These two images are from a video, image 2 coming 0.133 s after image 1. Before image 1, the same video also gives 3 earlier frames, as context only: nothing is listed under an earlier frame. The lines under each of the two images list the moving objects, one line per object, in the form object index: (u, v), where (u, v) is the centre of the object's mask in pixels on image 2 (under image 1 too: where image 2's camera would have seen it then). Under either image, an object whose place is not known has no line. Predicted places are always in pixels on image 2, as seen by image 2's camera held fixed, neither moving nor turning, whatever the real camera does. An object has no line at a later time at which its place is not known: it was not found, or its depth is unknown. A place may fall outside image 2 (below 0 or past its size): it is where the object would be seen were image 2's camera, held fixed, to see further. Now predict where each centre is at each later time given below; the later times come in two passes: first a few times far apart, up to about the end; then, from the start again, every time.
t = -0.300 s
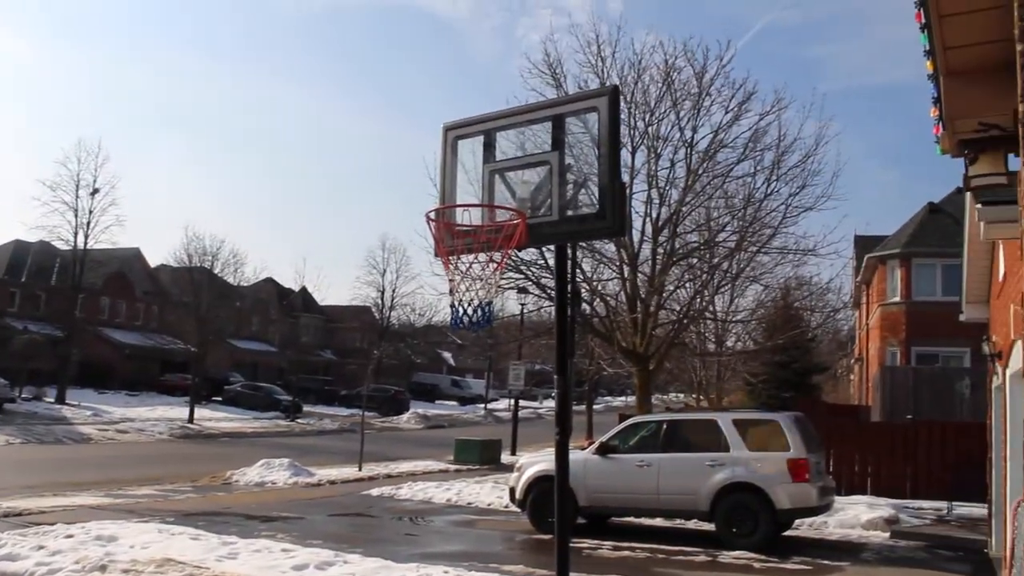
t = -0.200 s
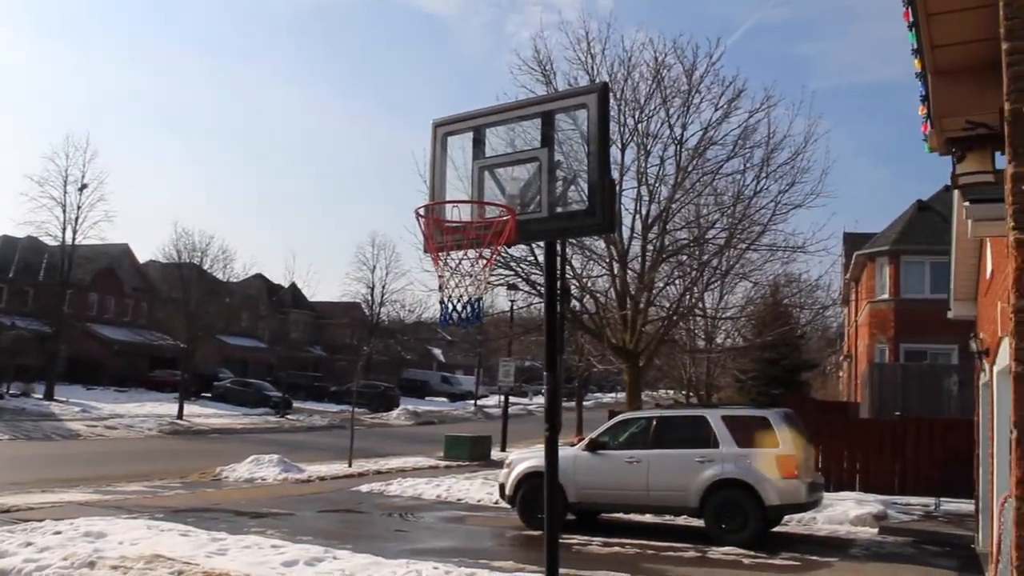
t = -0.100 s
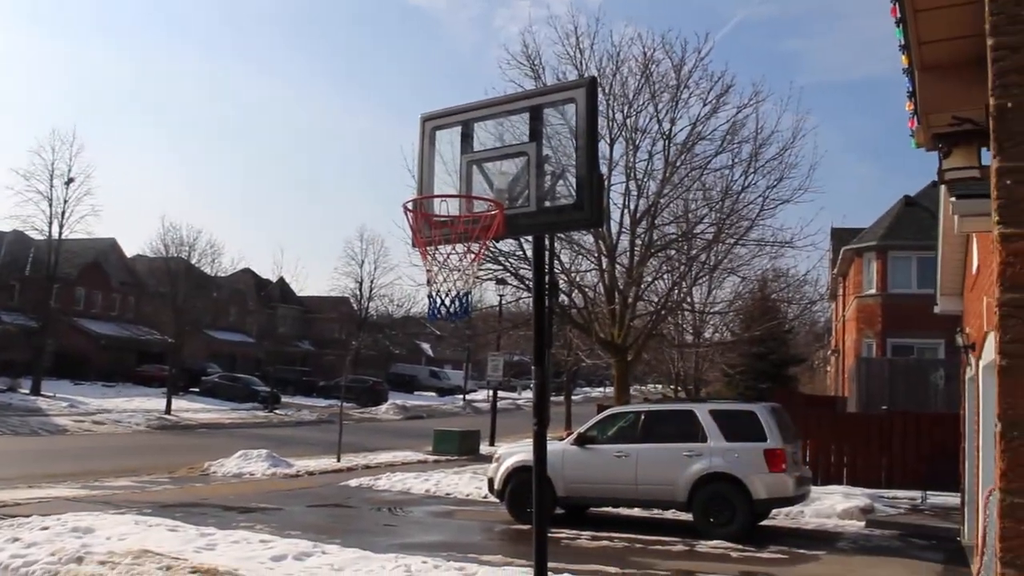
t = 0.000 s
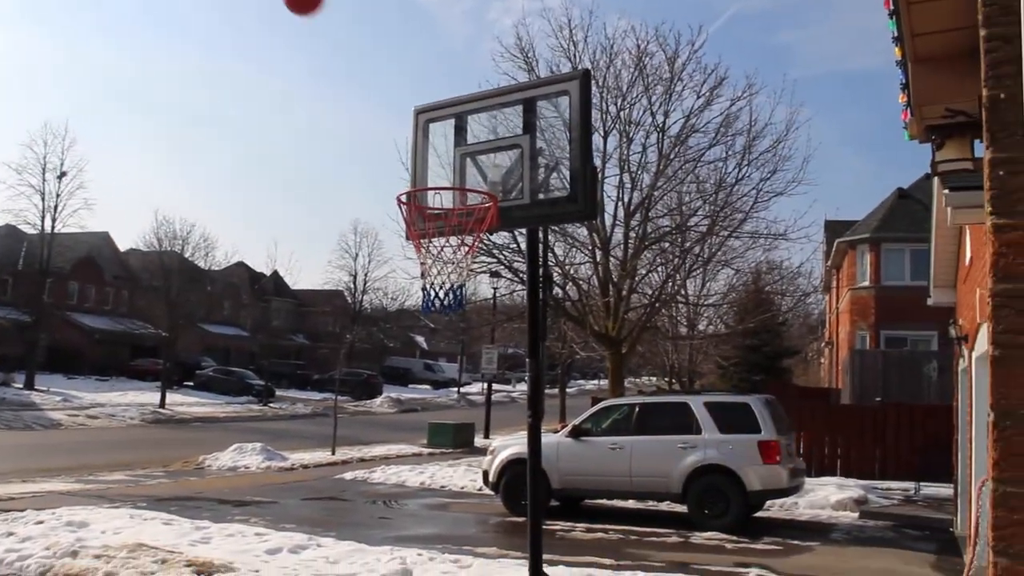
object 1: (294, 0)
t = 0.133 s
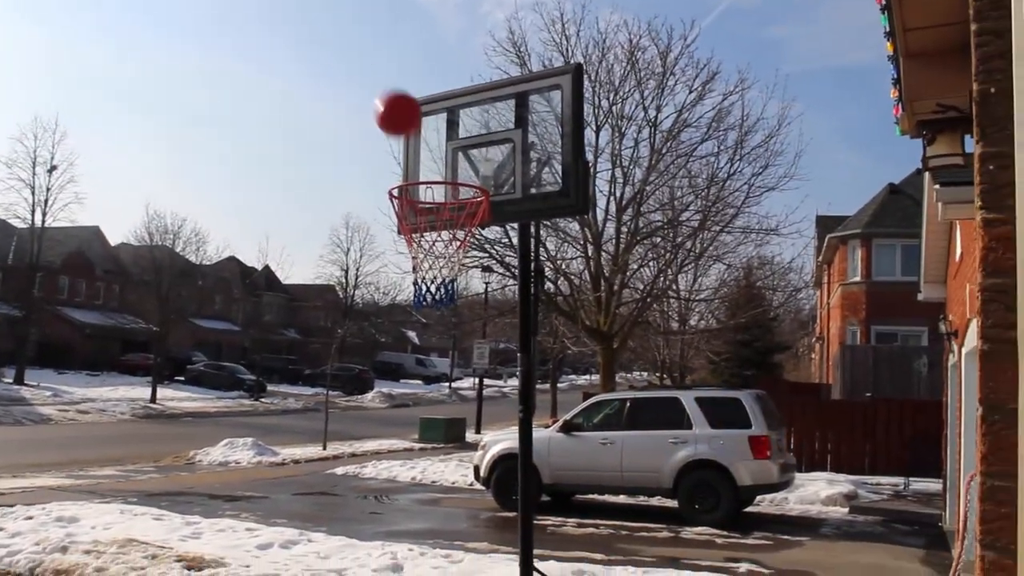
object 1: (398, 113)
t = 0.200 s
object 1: (452, 199)
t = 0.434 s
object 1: (442, 213)
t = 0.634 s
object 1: (395, 249)
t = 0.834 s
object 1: (348, 370)
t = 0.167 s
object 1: (423, 153)
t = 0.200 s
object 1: (452, 199)
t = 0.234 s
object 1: (462, 220)
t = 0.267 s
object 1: (467, 232)
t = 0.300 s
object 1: (466, 229)
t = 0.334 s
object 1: (463, 222)
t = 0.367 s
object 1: (455, 217)
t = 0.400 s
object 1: (449, 213)
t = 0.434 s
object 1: (442, 213)
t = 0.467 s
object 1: (434, 213)
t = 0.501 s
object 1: (427, 214)
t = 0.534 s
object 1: (419, 221)
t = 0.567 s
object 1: (411, 227)
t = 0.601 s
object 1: (403, 236)
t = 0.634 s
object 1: (395, 249)
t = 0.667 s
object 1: (386, 264)
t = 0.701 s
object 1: (378, 281)
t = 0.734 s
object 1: (369, 301)
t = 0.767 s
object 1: (362, 323)
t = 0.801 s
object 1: (356, 346)
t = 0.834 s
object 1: (348, 370)
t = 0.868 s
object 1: (340, 401)
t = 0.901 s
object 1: (328, 437)
